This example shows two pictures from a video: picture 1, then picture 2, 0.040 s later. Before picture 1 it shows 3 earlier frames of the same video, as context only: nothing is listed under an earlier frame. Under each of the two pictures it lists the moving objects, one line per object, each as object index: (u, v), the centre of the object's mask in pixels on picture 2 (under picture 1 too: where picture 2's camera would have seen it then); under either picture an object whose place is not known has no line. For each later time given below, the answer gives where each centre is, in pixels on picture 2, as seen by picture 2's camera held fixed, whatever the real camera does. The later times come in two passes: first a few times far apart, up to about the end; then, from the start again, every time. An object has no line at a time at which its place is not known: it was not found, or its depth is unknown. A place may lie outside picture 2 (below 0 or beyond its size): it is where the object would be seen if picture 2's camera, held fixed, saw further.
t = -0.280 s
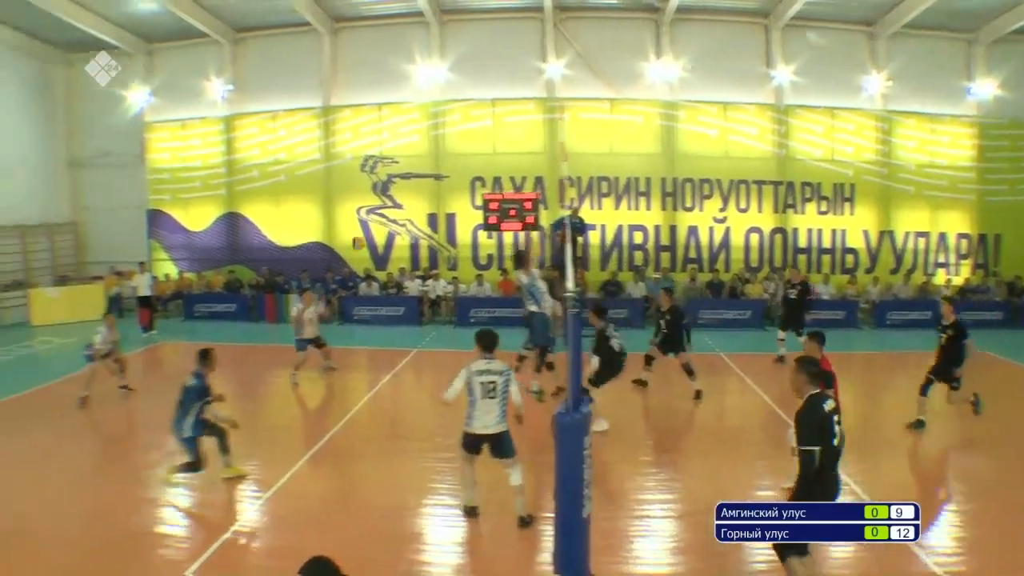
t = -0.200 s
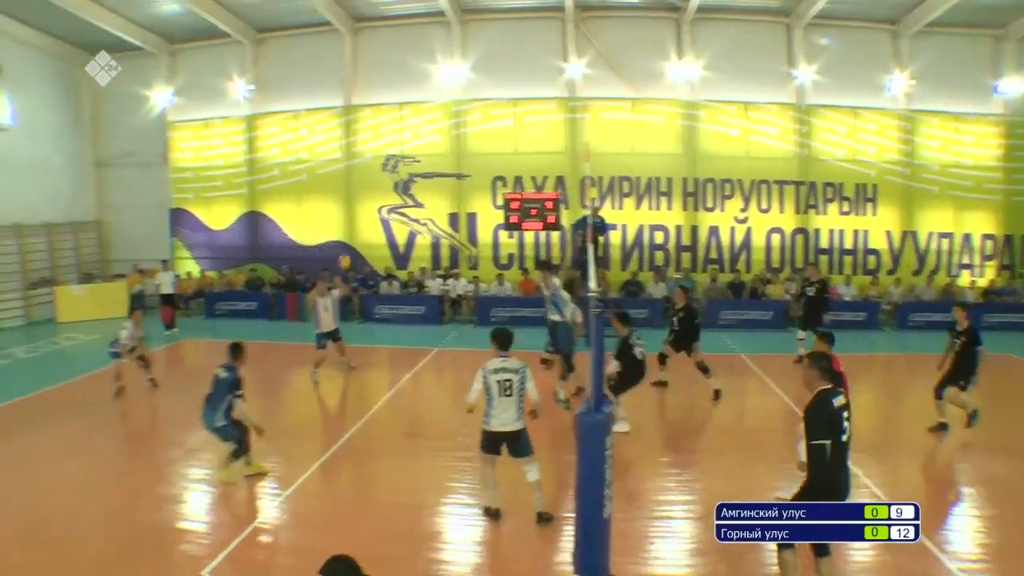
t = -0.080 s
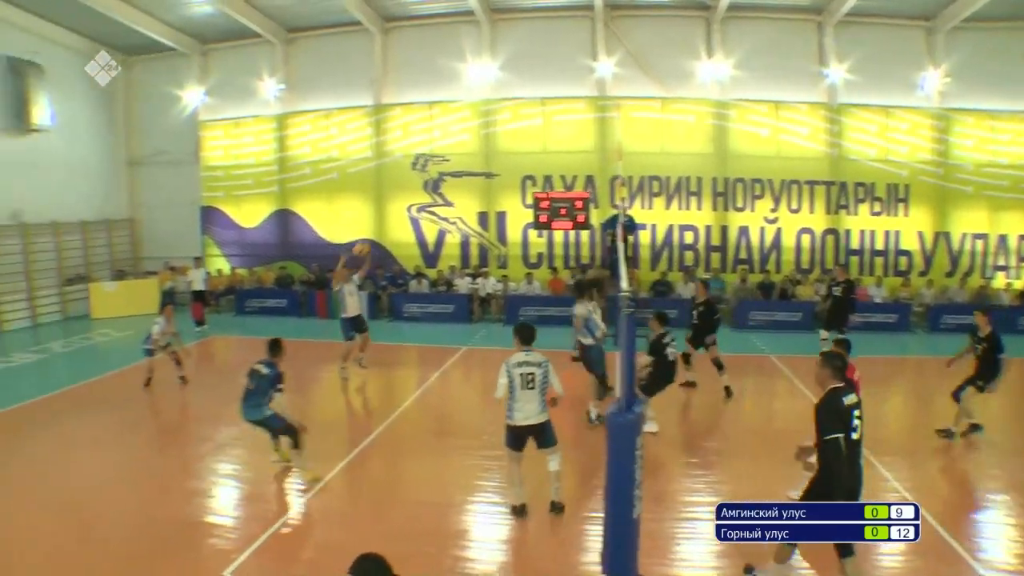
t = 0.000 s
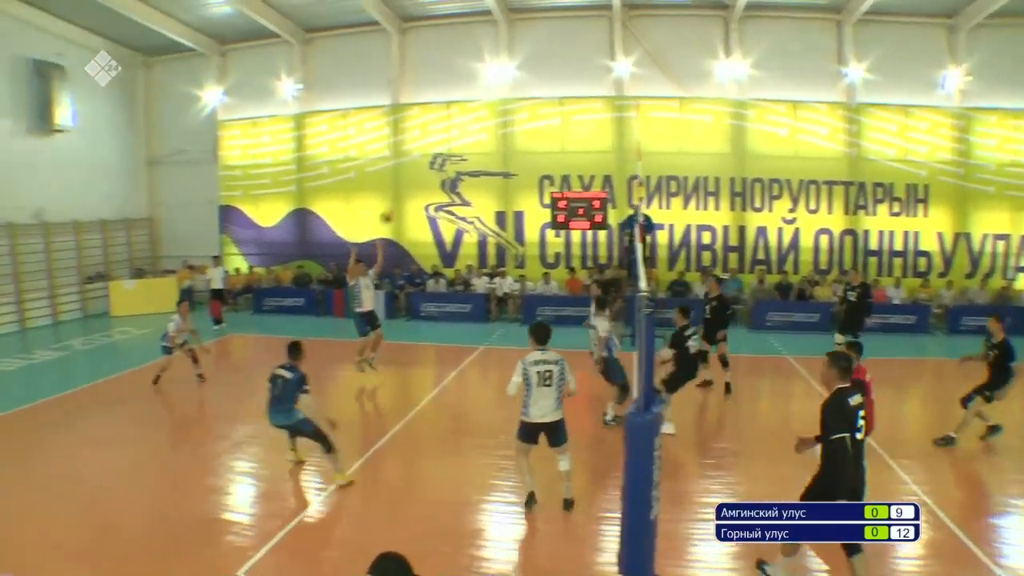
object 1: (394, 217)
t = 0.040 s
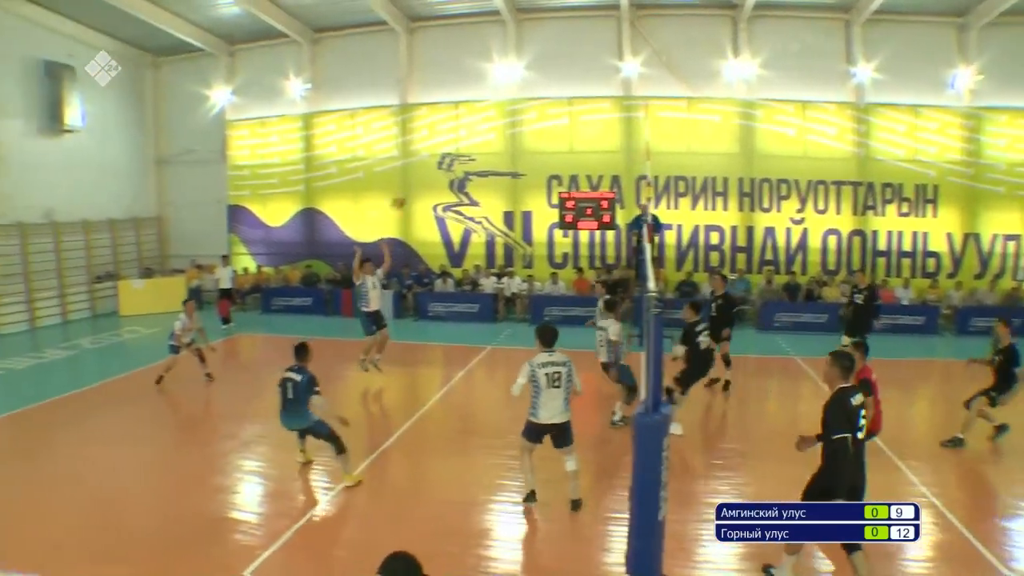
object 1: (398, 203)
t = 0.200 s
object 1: (414, 150)
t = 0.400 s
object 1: (439, 107)
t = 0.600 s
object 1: (467, 91)
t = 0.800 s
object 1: (497, 108)
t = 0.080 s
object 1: (402, 188)
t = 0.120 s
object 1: (406, 174)
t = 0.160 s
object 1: (410, 162)
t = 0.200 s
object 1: (414, 150)
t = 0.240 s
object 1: (418, 140)
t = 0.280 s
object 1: (423, 130)
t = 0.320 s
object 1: (429, 121)
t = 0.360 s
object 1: (434, 113)
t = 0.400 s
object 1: (439, 107)
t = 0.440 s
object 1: (444, 101)
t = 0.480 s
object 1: (450, 97)
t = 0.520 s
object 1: (456, 95)
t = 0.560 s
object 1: (461, 92)
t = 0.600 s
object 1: (467, 91)
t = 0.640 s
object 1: (472, 92)
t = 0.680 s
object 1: (478, 94)
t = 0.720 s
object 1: (484, 97)
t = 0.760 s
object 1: (490, 102)
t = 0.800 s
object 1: (497, 108)
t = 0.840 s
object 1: (504, 116)
